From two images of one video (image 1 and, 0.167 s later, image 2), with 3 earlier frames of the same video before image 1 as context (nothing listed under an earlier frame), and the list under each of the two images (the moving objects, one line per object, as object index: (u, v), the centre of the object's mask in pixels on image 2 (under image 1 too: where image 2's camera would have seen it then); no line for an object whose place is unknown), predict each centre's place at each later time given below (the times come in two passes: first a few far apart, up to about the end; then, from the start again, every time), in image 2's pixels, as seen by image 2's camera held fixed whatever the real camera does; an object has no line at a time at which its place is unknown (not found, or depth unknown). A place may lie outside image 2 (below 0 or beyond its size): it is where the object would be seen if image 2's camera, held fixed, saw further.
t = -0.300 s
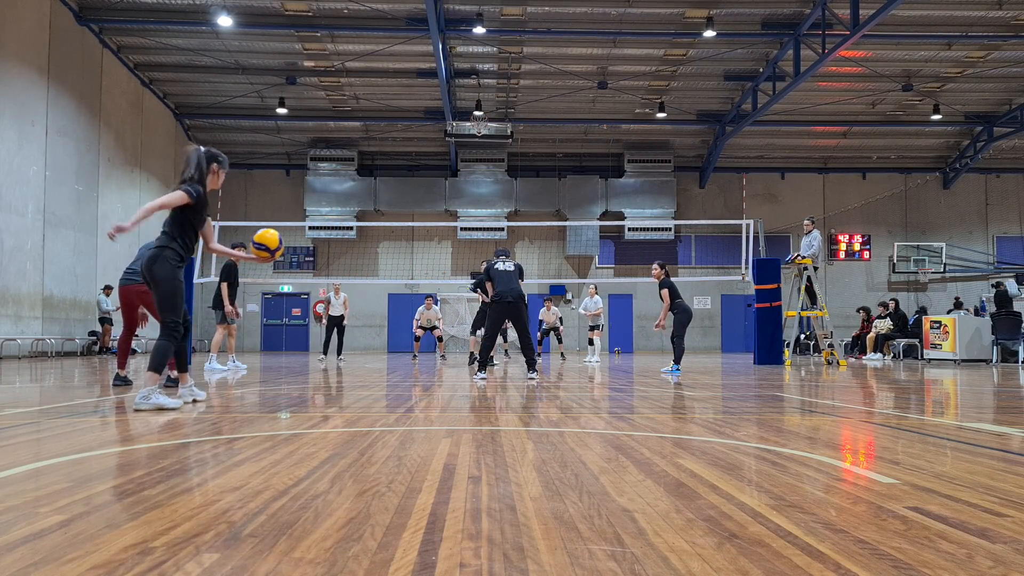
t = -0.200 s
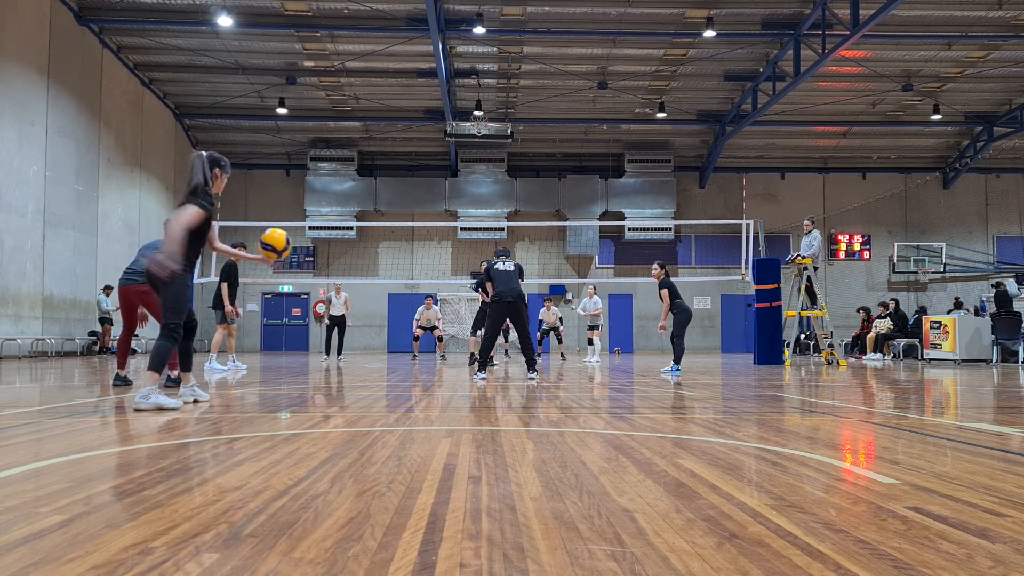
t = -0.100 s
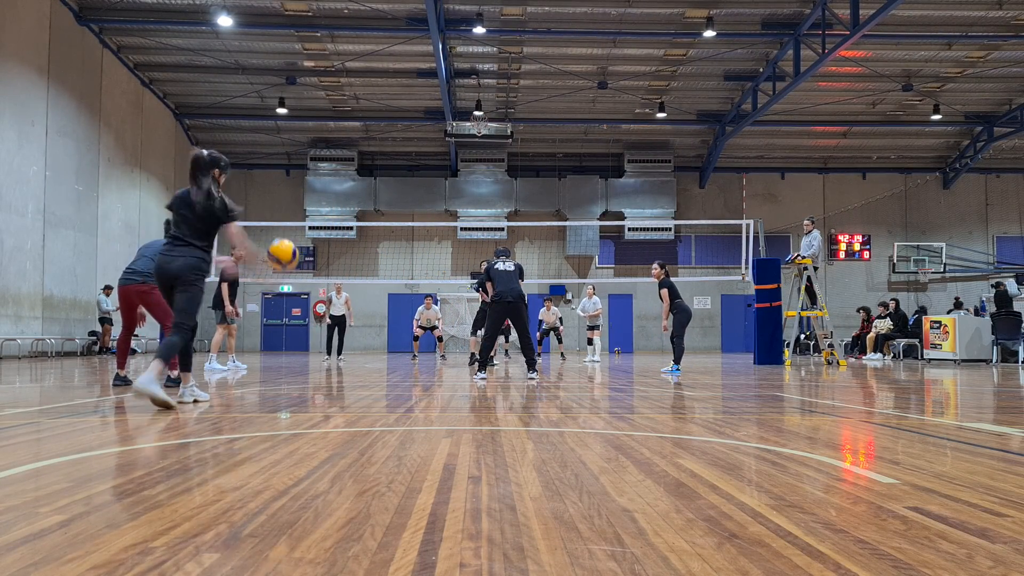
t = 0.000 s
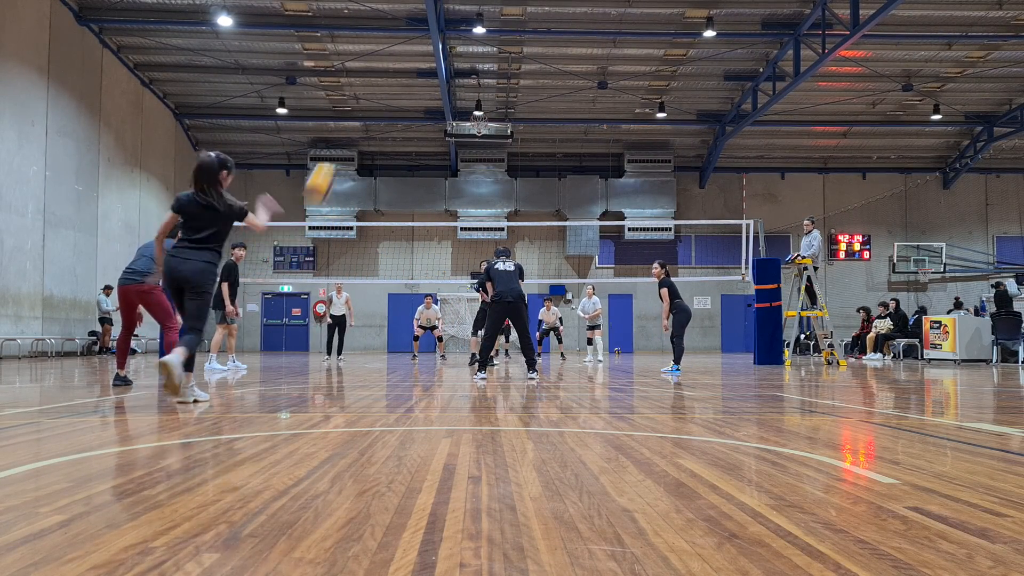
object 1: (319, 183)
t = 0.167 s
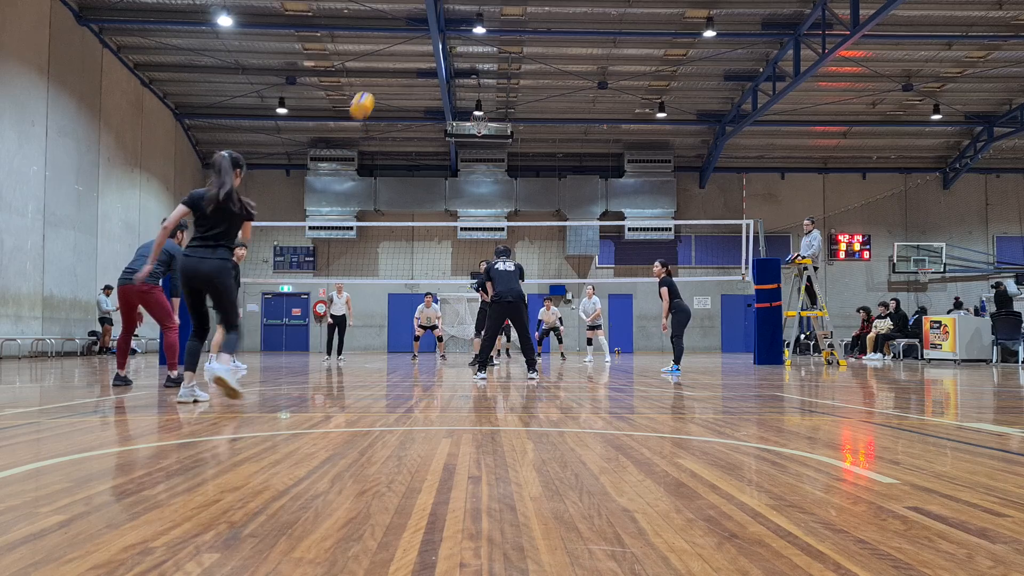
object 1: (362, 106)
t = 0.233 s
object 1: (372, 88)
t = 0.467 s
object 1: (398, 67)
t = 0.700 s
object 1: (409, 81)
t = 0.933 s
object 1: (416, 121)
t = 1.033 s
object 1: (420, 144)
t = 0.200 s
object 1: (367, 96)
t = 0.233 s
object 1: (372, 88)
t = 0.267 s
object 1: (377, 81)
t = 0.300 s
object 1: (381, 77)
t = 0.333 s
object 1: (385, 73)
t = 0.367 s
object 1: (389, 70)
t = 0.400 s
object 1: (392, 68)
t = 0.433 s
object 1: (396, 67)
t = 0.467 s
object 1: (398, 67)
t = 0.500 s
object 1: (401, 67)
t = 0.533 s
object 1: (403, 68)
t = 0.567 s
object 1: (404, 69)
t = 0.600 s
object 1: (406, 71)
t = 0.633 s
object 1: (407, 74)
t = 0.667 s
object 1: (409, 77)
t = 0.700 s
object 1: (409, 81)
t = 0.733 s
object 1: (411, 86)
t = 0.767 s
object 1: (412, 91)
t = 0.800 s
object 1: (413, 96)
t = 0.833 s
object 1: (414, 102)
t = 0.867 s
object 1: (415, 108)
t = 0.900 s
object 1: (416, 114)
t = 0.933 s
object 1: (416, 121)
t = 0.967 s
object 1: (418, 129)
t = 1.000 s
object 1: (419, 136)
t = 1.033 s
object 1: (420, 144)
